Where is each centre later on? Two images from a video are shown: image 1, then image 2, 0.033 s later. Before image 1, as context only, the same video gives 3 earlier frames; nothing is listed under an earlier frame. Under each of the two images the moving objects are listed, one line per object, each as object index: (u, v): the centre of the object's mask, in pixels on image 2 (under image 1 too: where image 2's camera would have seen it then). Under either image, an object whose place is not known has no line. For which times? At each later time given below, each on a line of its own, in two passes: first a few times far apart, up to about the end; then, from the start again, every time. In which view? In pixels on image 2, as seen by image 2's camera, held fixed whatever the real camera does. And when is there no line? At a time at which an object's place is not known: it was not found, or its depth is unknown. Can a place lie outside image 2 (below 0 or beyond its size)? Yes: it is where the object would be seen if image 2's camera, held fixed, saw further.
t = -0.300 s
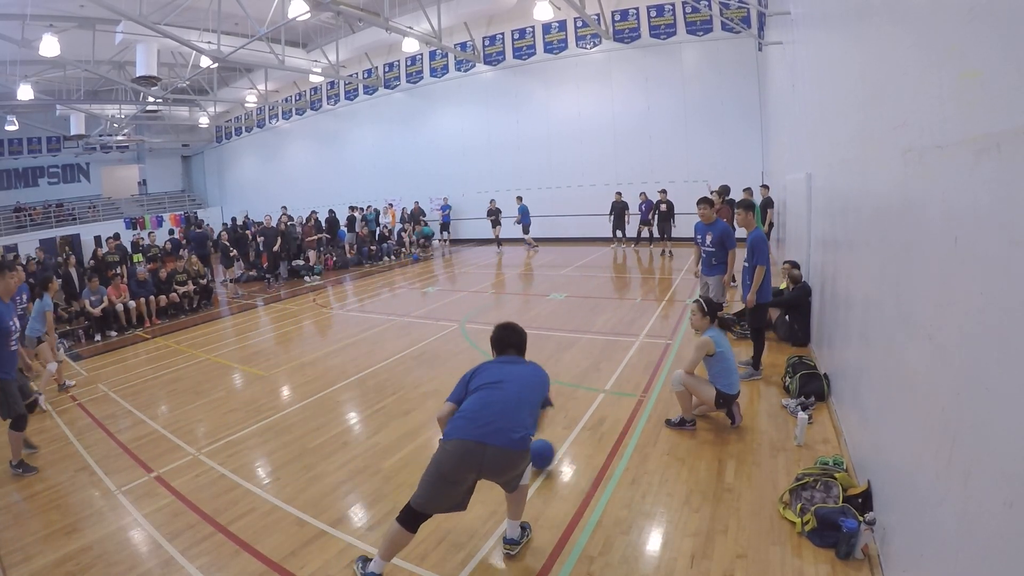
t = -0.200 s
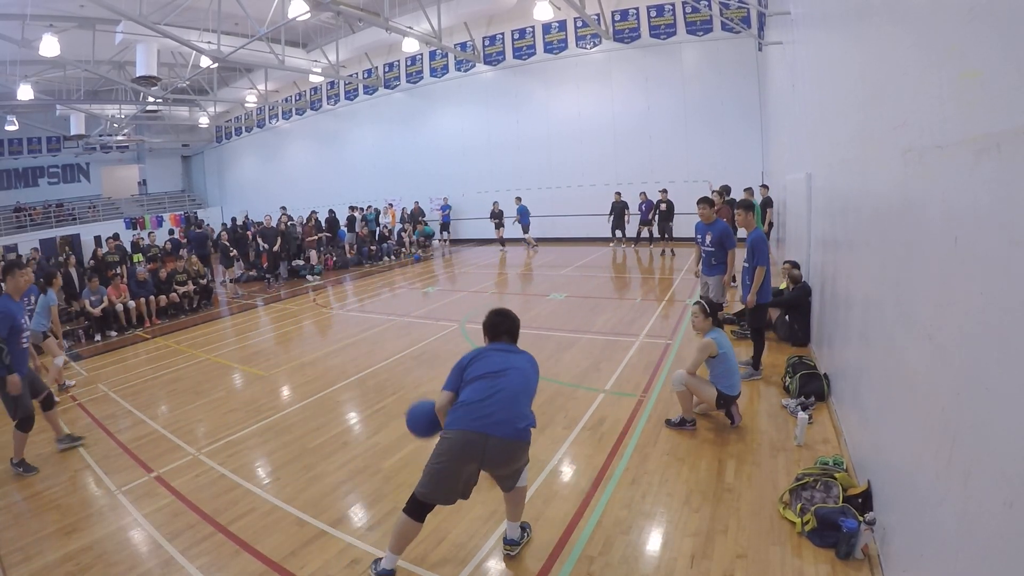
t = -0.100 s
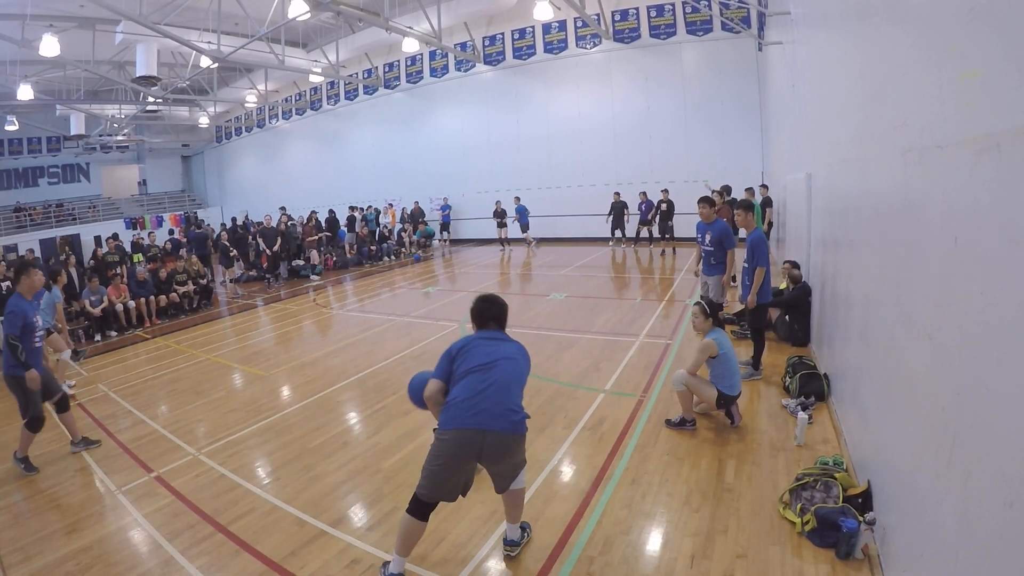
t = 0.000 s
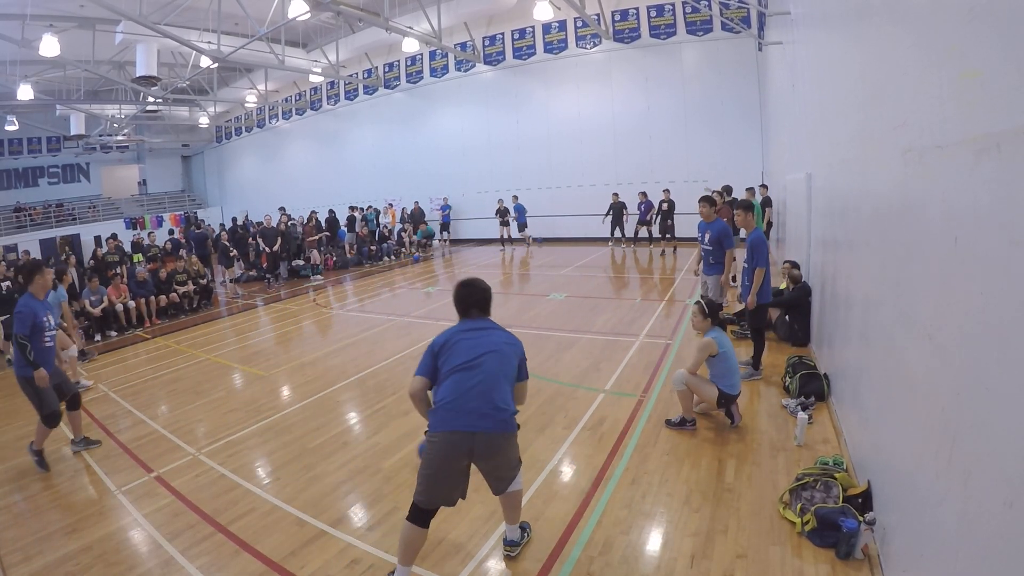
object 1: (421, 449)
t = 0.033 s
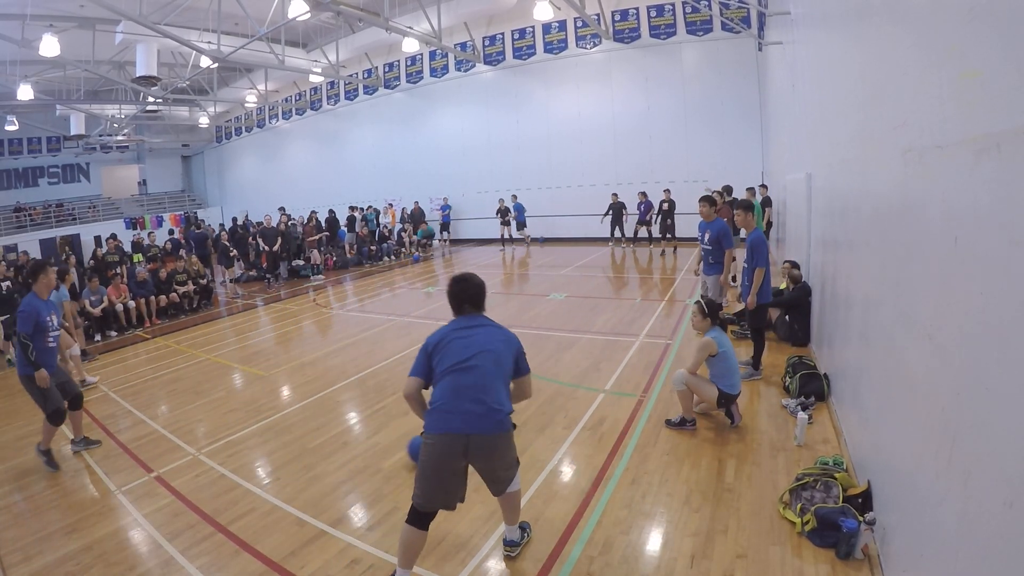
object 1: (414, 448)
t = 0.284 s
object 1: (347, 444)
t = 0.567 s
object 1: (278, 435)
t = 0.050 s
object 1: (411, 449)
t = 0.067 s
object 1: (407, 450)
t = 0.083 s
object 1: (404, 450)
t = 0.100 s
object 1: (400, 449)
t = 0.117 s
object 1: (395, 448)
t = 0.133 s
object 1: (390, 448)
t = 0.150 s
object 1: (385, 448)
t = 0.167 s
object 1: (380, 447)
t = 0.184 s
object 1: (375, 446)
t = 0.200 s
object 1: (370, 446)
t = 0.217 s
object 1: (365, 445)
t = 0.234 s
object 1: (361, 445)
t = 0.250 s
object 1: (356, 445)
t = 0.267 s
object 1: (351, 444)
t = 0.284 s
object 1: (347, 444)
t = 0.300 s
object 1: (342, 443)
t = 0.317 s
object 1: (338, 442)
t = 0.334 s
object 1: (334, 442)
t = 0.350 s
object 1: (330, 442)
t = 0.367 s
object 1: (325, 441)
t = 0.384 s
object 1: (321, 441)
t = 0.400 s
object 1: (317, 440)
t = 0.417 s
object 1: (313, 440)
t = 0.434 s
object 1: (309, 439)
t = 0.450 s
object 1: (305, 438)
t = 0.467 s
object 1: (301, 438)
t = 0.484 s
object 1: (297, 438)
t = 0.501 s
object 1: (293, 437)
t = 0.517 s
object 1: (289, 436)
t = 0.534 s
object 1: (286, 436)
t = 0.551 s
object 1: (282, 435)
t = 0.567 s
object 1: (278, 435)
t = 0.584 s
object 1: (275, 434)
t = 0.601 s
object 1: (271, 434)
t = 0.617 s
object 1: (267, 433)
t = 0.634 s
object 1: (264, 432)
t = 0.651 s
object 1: (261, 432)
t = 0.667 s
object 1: (257, 432)
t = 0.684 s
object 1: (254, 431)
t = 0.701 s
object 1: (250, 430)
